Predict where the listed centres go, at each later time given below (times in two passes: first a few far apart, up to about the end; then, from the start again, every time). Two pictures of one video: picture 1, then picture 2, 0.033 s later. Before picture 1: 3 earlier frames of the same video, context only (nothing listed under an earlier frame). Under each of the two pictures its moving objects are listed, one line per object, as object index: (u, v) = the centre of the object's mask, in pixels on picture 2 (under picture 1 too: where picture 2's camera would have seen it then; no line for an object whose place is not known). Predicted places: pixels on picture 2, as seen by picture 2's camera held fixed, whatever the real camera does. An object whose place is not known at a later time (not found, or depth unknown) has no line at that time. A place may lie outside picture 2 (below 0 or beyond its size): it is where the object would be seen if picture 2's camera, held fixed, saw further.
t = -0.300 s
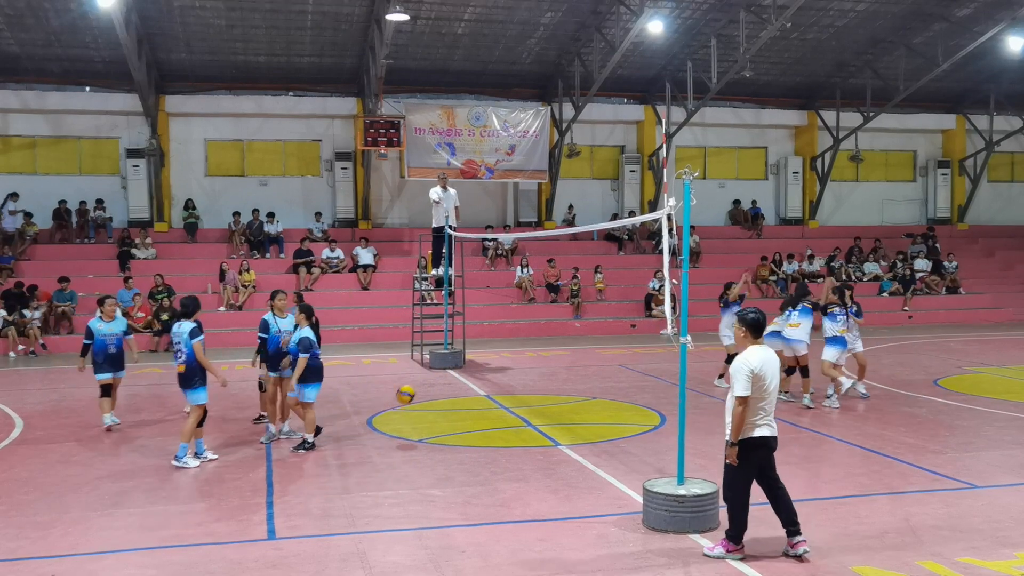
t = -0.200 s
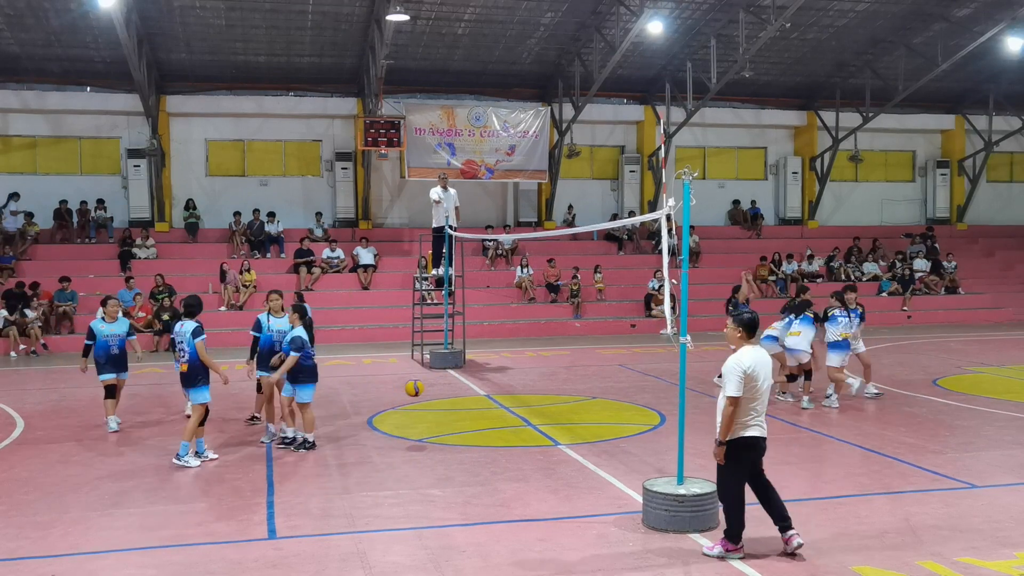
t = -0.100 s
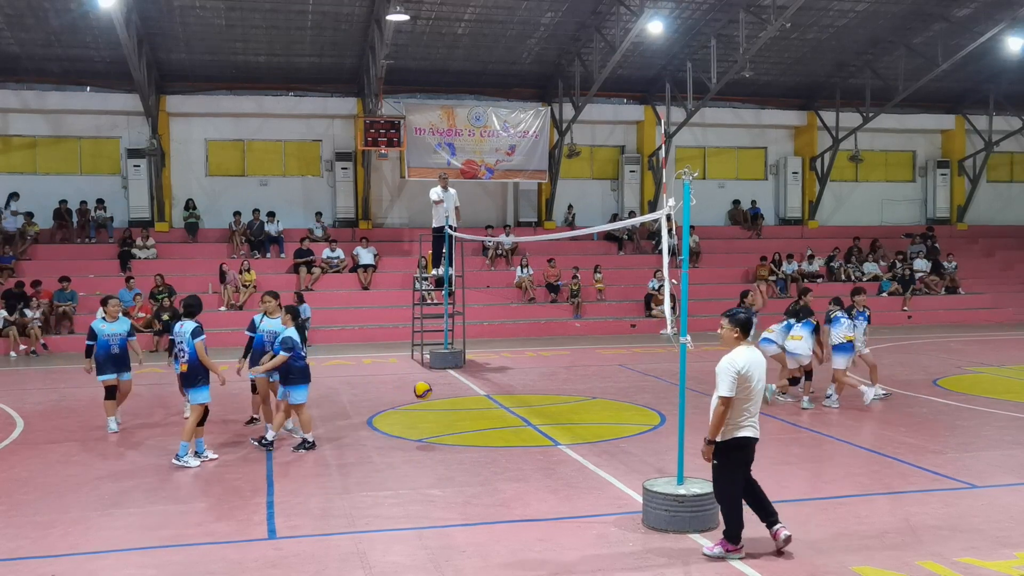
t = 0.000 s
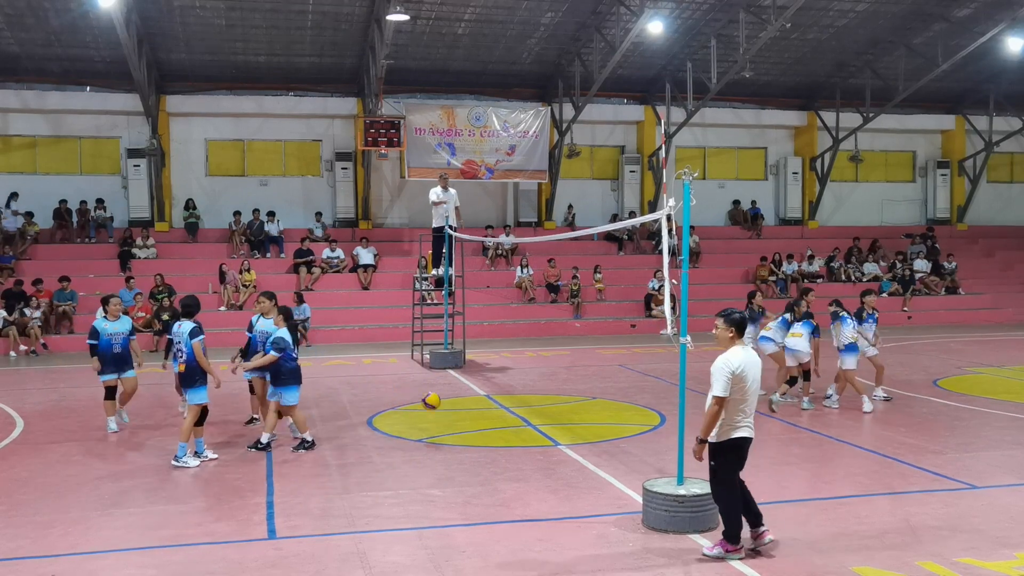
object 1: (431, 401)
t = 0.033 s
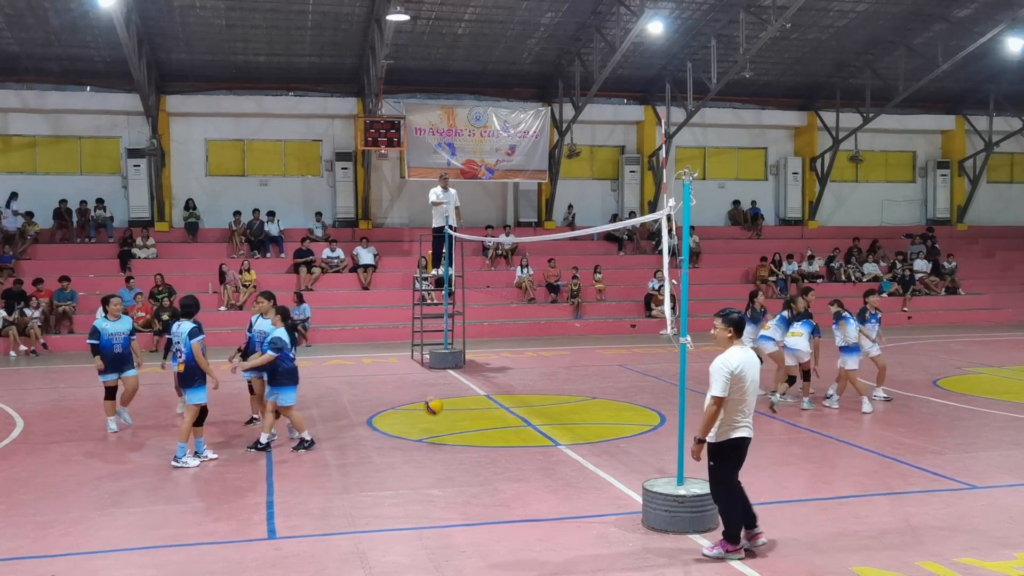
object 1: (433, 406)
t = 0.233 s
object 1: (450, 409)
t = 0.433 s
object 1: (468, 397)
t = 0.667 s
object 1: (489, 427)
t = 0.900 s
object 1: (507, 404)
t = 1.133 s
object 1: (525, 425)
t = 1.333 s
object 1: (541, 408)
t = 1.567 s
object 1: (559, 427)
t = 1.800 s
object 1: (576, 413)
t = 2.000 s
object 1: (590, 423)
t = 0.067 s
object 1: (436, 412)
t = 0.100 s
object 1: (439, 419)
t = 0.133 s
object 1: (441, 428)
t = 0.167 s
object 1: (444, 421)
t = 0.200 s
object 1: (447, 414)
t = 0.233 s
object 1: (450, 409)
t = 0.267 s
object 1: (453, 404)
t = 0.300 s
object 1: (456, 401)
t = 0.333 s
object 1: (459, 399)
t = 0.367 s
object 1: (462, 398)
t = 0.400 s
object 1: (465, 397)
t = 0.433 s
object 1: (468, 397)
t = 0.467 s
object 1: (470, 399)
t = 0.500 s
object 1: (473, 401)
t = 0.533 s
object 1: (476, 404)
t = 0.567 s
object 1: (480, 407)
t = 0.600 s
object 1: (483, 413)
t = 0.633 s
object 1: (486, 419)
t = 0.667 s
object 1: (489, 427)
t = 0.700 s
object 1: (492, 422)
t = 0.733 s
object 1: (495, 416)
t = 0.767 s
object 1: (497, 412)
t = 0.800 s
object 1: (499, 410)
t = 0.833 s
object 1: (502, 406)
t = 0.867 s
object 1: (504, 405)
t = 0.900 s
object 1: (507, 404)
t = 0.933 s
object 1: (509, 404)
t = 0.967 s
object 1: (512, 405)
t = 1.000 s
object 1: (515, 406)
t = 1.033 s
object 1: (517, 409)
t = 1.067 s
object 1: (520, 413)
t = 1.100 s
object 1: (523, 419)
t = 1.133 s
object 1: (525, 425)
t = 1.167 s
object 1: (528, 425)
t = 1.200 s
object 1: (530, 419)
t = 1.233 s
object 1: (532, 415)
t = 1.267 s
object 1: (535, 411)
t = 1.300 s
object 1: (538, 409)
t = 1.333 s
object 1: (541, 408)
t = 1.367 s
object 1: (544, 407)
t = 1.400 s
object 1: (546, 408)
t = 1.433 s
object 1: (549, 410)
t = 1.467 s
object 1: (551, 413)
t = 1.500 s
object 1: (554, 416)
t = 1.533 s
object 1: (556, 420)
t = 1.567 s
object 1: (559, 427)
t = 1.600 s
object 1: (562, 425)
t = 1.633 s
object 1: (564, 421)
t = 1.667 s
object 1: (566, 417)
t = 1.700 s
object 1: (568, 415)
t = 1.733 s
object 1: (571, 413)
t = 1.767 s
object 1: (573, 413)
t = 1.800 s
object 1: (576, 413)
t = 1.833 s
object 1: (578, 414)
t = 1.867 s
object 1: (580, 417)
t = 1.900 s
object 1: (583, 421)
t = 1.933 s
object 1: (585, 425)
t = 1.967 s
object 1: (587, 427)
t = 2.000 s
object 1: (590, 423)
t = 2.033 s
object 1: (592, 420)
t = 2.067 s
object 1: (595, 418)
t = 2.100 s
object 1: (597, 416)
